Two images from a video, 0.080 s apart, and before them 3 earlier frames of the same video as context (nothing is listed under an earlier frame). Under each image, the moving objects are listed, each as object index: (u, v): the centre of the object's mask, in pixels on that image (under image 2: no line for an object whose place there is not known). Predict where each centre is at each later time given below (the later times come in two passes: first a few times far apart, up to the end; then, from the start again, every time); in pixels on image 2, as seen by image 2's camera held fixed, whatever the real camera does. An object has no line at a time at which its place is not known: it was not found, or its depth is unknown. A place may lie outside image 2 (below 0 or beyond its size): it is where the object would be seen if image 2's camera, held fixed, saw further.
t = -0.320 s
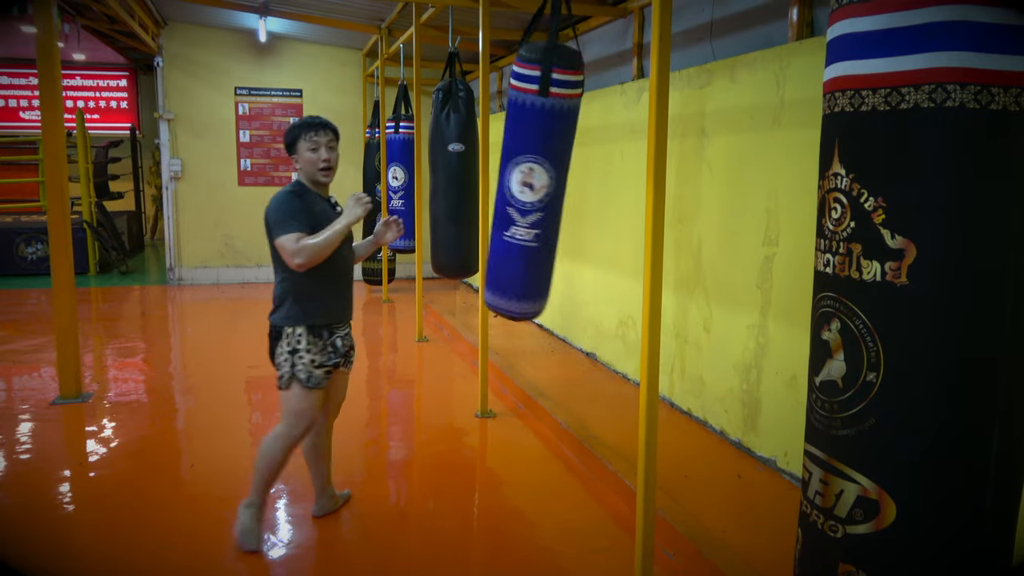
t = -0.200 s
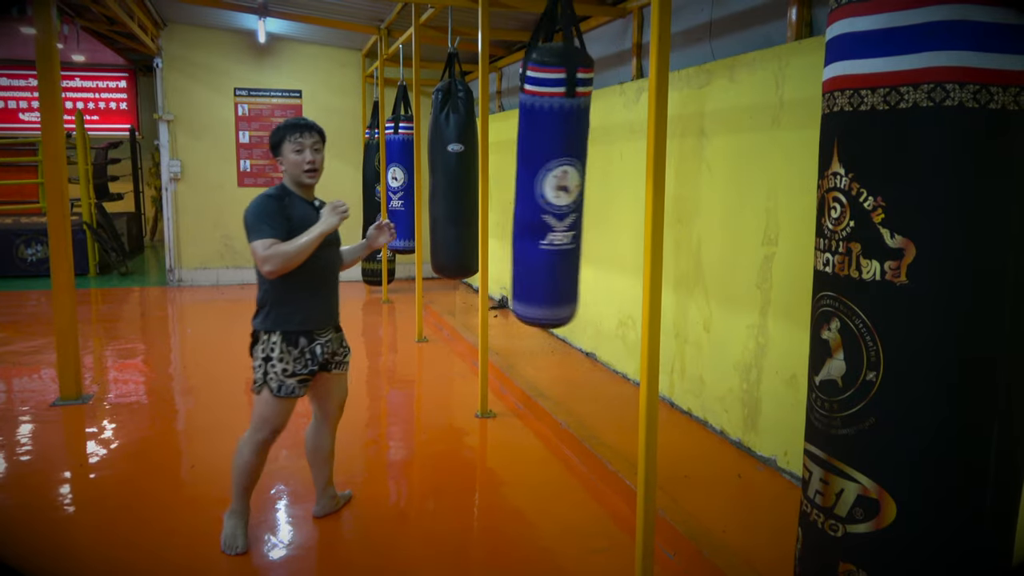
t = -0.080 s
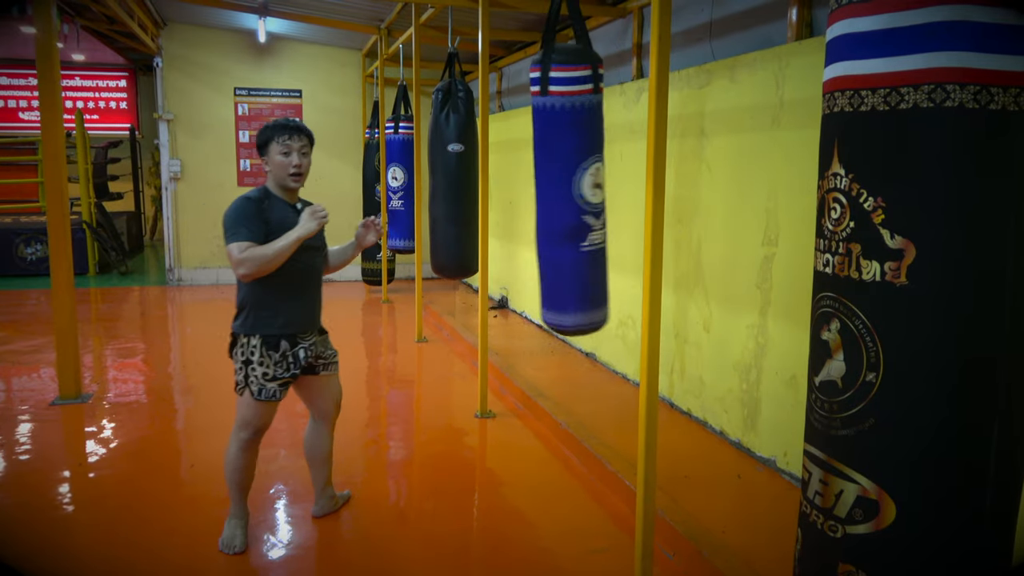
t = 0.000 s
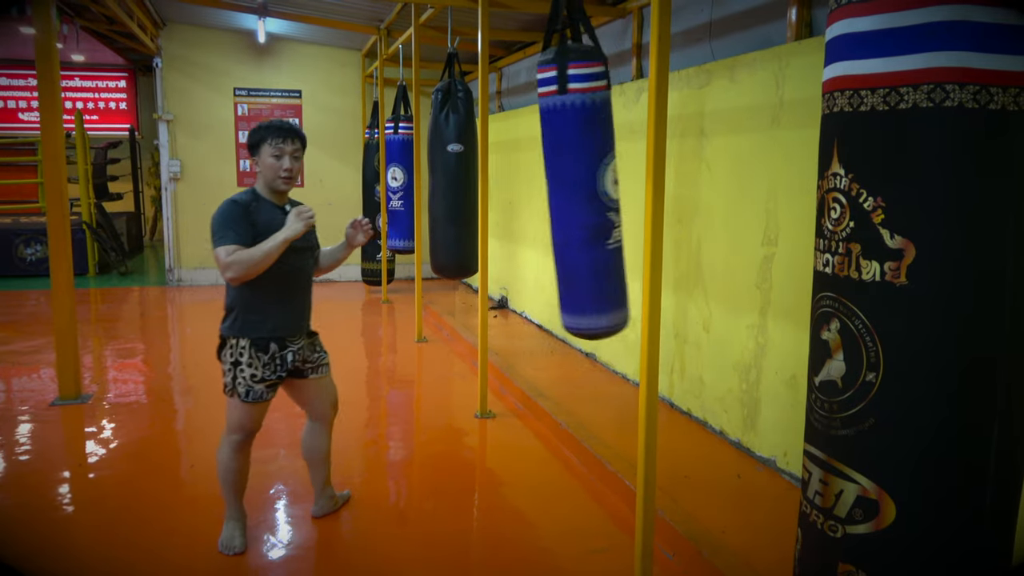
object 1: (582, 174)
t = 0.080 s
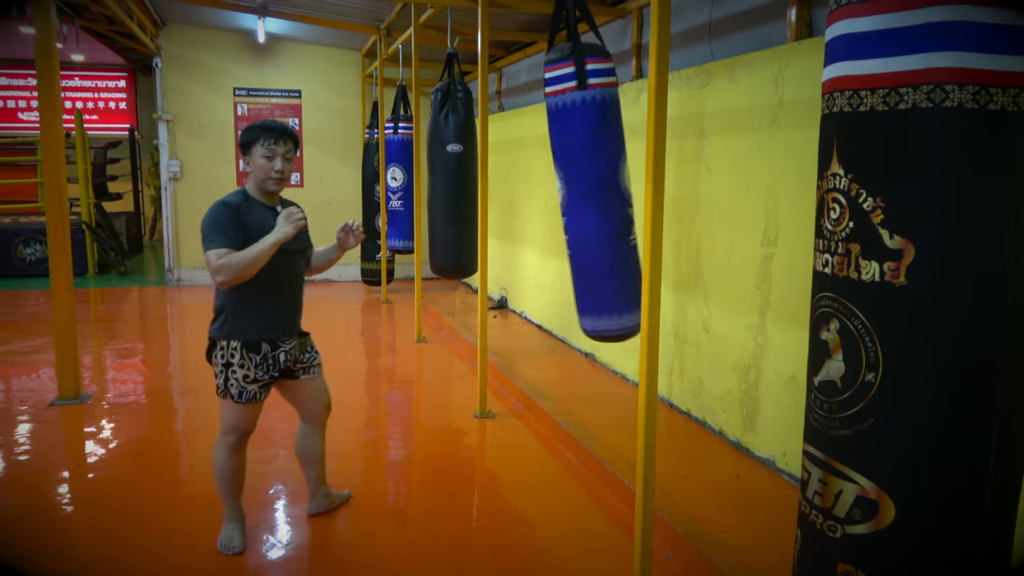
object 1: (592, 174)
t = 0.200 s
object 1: (601, 165)
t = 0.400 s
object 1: (605, 146)
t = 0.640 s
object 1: (601, 165)
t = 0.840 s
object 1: (579, 183)
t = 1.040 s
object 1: (544, 183)
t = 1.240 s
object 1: (518, 178)
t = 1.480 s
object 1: (507, 165)
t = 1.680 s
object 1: (514, 163)
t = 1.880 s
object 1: (532, 167)
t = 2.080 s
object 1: (558, 174)
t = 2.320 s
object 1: (592, 179)
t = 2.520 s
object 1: (601, 163)
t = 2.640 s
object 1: (603, 158)
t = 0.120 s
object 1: (596, 172)
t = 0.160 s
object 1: (599, 168)
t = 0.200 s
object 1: (601, 165)
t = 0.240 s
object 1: (603, 160)
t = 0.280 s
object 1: (604, 155)
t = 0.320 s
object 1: (605, 151)
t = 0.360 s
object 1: (605, 148)
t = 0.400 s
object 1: (605, 146)
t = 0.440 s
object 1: (605, 146)
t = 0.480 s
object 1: (605, 147)
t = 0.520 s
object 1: (605, 150)
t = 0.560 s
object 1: (604, 153)
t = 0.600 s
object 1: (602, 158)
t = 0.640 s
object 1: (601, 165)
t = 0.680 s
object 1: (598, 169)
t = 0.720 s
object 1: (595, 174)
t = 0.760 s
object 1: (591, 180)
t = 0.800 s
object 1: (586, 182)
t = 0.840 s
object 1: (579, 183)
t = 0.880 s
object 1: (572, 183)
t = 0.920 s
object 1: (565, 183)
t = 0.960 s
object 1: (558, 183)
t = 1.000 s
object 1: (551, 183)
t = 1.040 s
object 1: (544, 183)
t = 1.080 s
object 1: (538, 182)
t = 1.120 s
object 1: (532, 181)
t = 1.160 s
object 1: (527, 181)
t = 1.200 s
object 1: (522, 180)
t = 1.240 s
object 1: (518, 178)
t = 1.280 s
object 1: (515, 175)
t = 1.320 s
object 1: (511, 173)
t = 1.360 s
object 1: (510, 171)
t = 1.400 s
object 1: (508, 169)
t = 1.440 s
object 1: (507, 167)
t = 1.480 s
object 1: (507, 165)
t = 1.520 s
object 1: (508, 164)
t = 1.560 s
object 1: (508, 163)
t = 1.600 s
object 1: (510, 163)
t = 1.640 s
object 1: (512, 162)
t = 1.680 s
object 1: (514, 163)
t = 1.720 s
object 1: (517, 163)
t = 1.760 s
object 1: (520, 164)
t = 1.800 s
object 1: (524, 165)
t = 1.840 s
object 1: (528, 166)
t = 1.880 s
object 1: (532, 167)
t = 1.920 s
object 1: (537, 168)
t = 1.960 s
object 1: (542, 170)
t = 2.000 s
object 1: (548, 171)
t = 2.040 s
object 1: (553, 173)
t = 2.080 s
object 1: (558, 174)
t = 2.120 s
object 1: (564, 176)
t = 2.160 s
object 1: (570, 177)
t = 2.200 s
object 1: (576, 178)
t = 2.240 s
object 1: (581, 179)
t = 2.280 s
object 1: (587, 180)
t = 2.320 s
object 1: (592, 179)
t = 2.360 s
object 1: (595, 177)
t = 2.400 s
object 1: (597, 173)
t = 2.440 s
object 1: (599, 170)
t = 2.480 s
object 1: (601, 166)
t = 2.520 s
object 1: (601, 163)
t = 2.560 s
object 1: (602, 160)
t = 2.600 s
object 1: (603, 158)
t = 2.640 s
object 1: (603, 158)
